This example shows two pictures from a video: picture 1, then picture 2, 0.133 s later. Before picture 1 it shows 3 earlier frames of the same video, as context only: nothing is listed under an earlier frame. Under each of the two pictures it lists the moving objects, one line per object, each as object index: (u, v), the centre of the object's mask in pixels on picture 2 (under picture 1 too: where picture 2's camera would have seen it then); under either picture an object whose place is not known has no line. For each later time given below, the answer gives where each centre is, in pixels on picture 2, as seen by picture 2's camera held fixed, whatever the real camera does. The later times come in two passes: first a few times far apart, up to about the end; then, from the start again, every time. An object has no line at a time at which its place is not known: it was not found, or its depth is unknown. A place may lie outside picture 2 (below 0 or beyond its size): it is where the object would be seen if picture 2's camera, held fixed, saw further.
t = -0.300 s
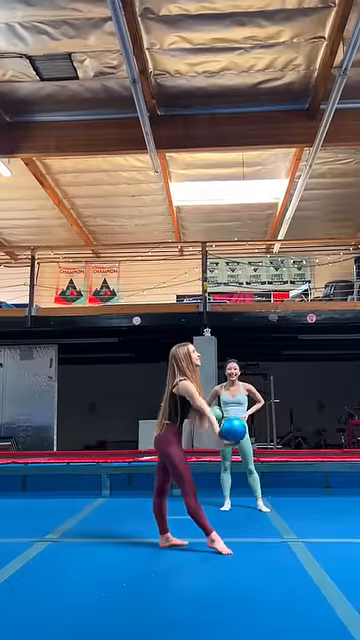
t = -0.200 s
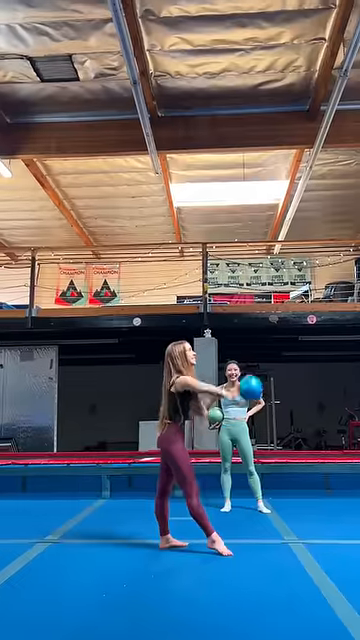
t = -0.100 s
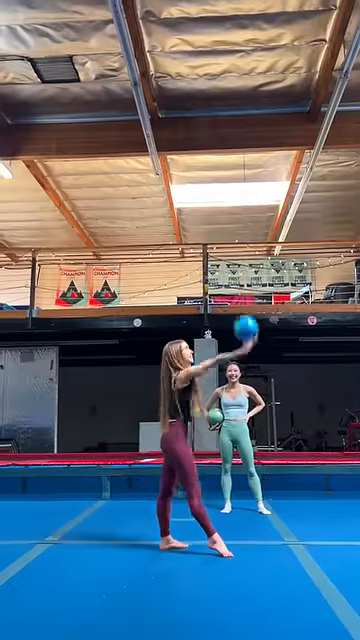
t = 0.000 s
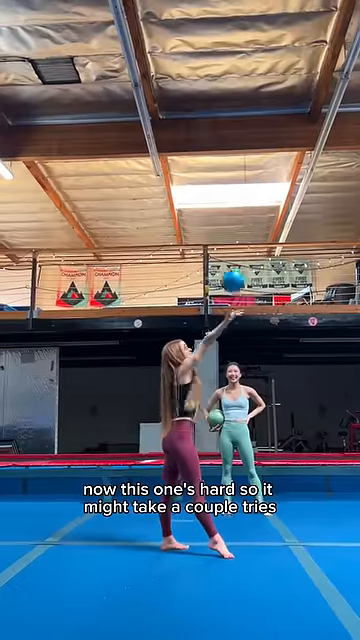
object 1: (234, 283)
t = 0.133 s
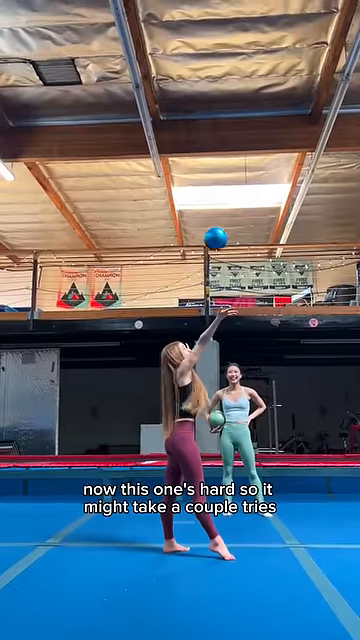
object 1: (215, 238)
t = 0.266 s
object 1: (200, 218)
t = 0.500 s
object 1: (169, 241)
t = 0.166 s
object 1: (211, 231)
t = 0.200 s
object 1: (207, 226)
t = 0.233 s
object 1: (203, 221)
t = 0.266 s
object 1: (200, 218)
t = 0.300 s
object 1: (195, 217)
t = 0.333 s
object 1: (192, 216)
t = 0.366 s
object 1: (188, 217)
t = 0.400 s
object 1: (184, 219)
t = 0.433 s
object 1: (181, 223)
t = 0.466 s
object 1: (173, 233)
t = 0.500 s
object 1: (169, 241)
